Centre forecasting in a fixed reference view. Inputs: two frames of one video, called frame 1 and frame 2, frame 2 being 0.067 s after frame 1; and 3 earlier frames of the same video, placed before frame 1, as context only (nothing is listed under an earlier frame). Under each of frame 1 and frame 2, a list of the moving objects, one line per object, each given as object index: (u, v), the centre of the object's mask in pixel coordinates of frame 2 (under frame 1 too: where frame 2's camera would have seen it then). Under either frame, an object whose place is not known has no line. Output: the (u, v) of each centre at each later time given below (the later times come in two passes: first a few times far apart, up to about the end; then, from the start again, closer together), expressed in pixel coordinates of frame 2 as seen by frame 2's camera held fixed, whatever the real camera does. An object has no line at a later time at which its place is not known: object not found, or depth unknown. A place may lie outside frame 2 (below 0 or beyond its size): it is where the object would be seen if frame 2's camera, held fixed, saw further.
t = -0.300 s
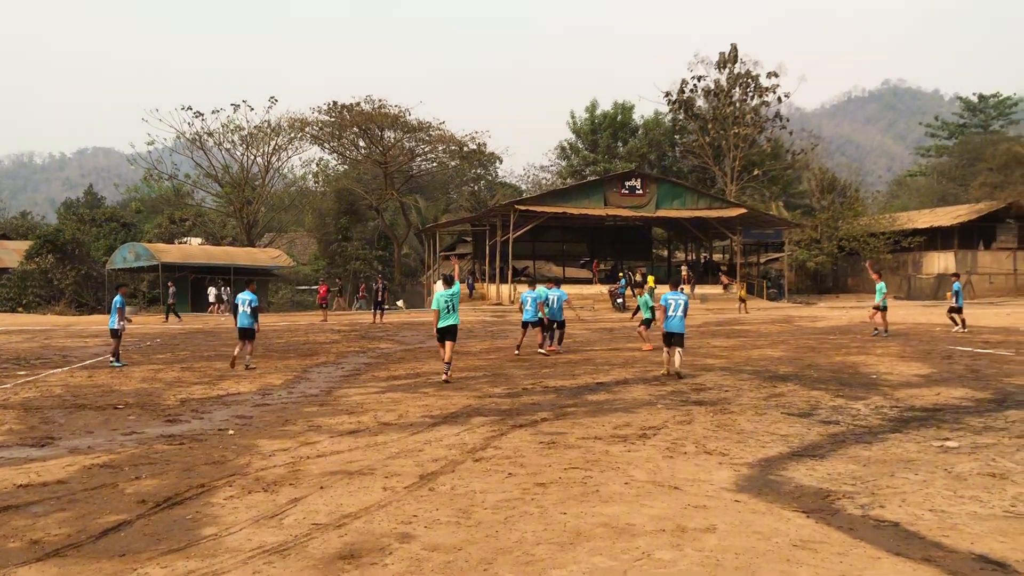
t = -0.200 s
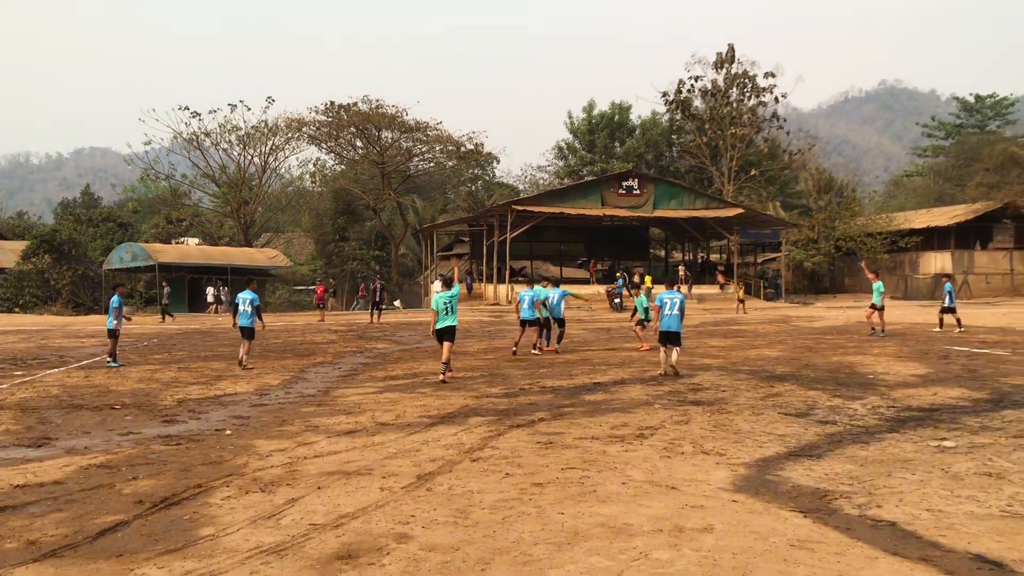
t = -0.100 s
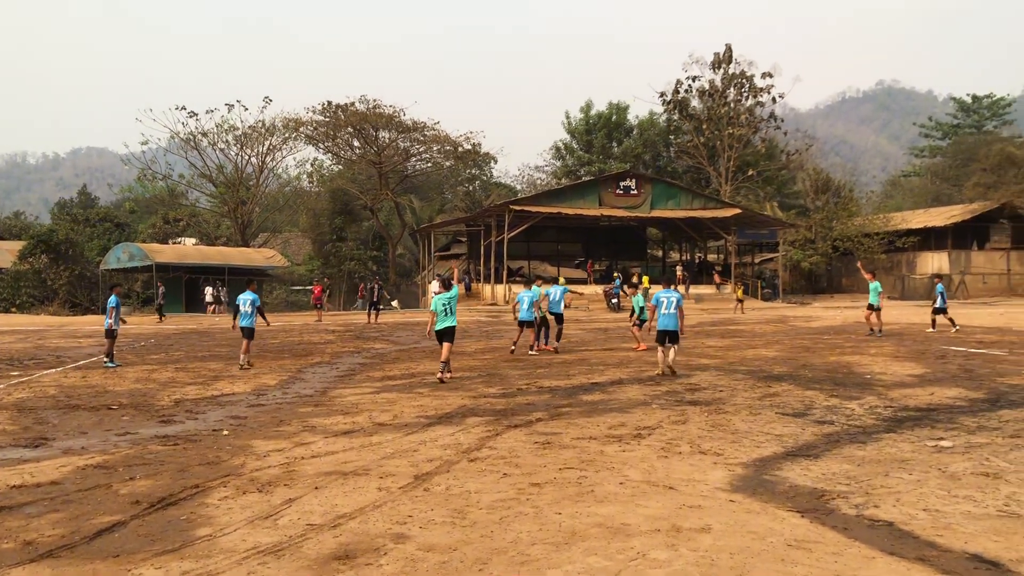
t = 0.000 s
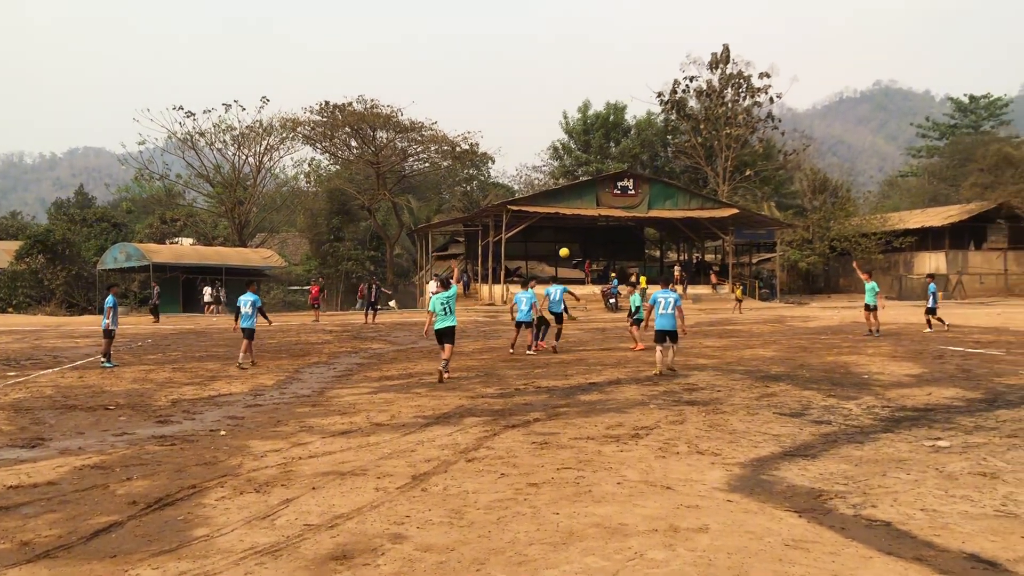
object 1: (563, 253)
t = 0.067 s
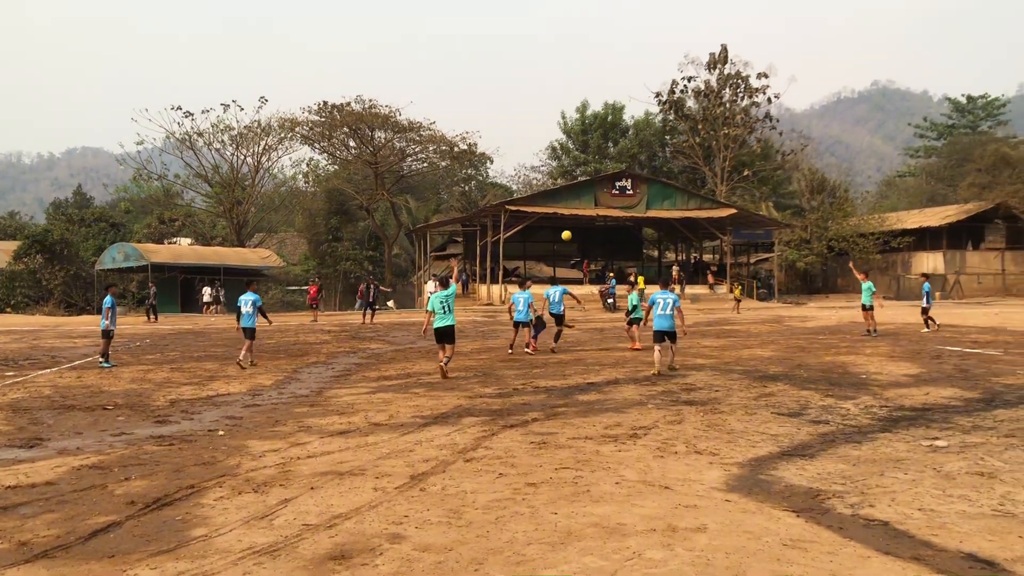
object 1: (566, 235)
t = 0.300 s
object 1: (579, 191)
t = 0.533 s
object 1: (591, 172)
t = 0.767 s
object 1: (604, 175)
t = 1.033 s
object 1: (617, 211)
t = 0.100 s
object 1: (568, 228)
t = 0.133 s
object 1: (570, 220)
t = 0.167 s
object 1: (572, 214)
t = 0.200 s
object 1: (574, 207)
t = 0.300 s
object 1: (579, 191)
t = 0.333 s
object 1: (581, 187)
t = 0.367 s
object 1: (583, 183)
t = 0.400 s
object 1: (584, 180)
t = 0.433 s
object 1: (586, 177)
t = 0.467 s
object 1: (587, 174)
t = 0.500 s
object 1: (589, 173)
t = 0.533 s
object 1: (591, 172)
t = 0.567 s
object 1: (593, 170)
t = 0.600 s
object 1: (594, 170)
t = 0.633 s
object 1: (596, 170)
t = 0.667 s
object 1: (598, 170)
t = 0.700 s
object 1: (600, 172)
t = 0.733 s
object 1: (602, 173)
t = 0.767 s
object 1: (604, 175)
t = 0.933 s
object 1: (612, 193)
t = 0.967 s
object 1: (614, 198)
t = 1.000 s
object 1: (615, 204)
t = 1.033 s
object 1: (617, 211)
